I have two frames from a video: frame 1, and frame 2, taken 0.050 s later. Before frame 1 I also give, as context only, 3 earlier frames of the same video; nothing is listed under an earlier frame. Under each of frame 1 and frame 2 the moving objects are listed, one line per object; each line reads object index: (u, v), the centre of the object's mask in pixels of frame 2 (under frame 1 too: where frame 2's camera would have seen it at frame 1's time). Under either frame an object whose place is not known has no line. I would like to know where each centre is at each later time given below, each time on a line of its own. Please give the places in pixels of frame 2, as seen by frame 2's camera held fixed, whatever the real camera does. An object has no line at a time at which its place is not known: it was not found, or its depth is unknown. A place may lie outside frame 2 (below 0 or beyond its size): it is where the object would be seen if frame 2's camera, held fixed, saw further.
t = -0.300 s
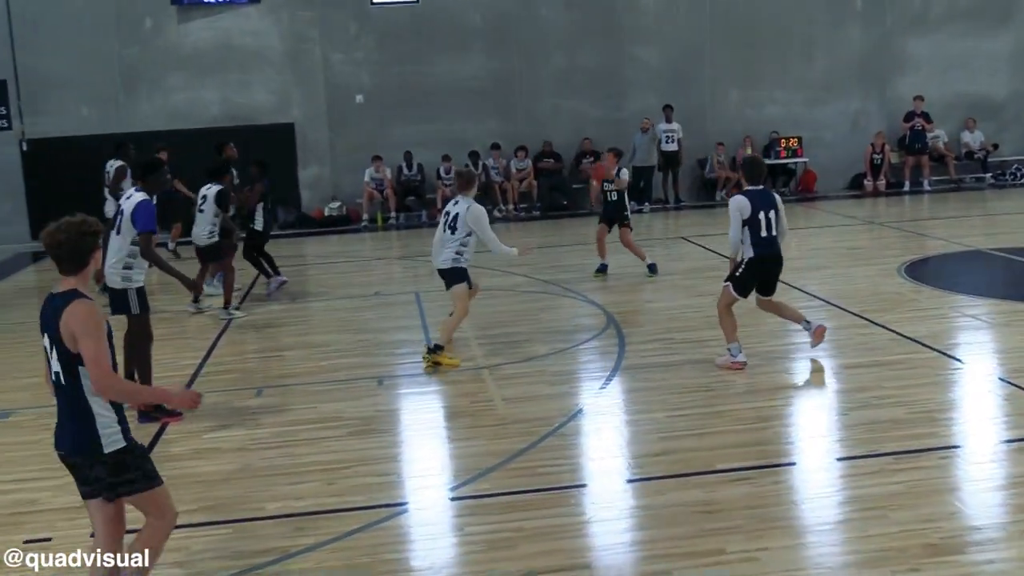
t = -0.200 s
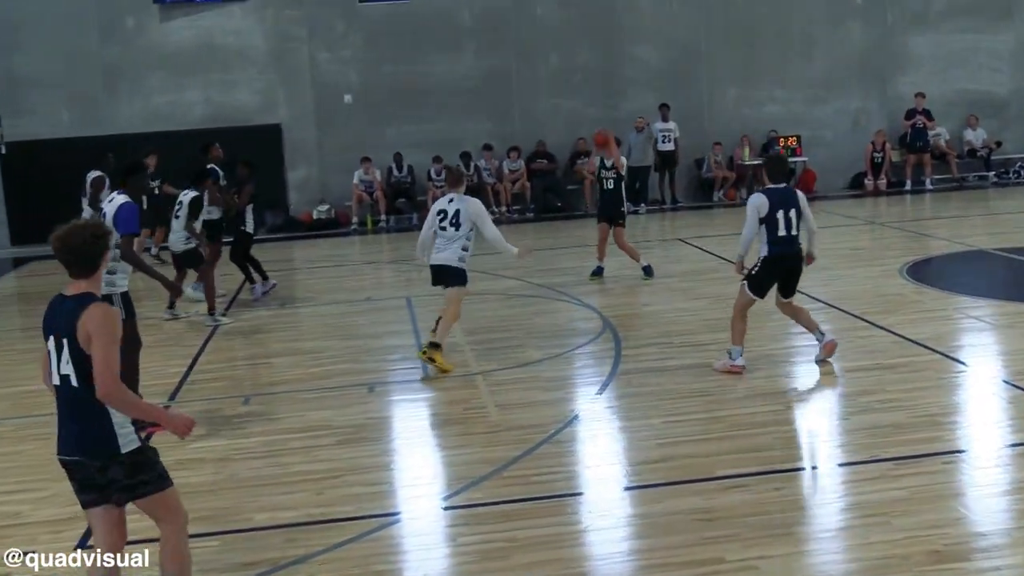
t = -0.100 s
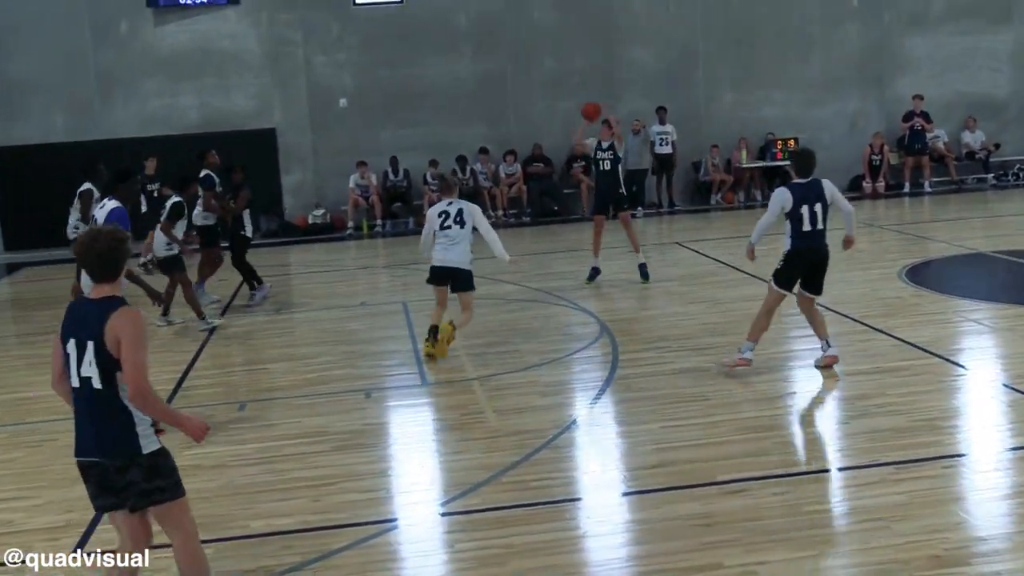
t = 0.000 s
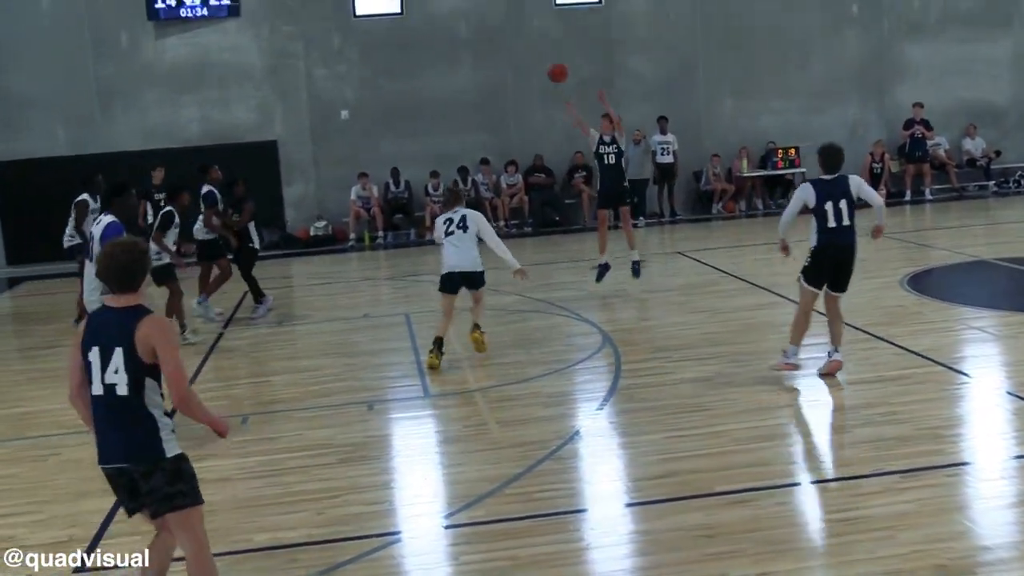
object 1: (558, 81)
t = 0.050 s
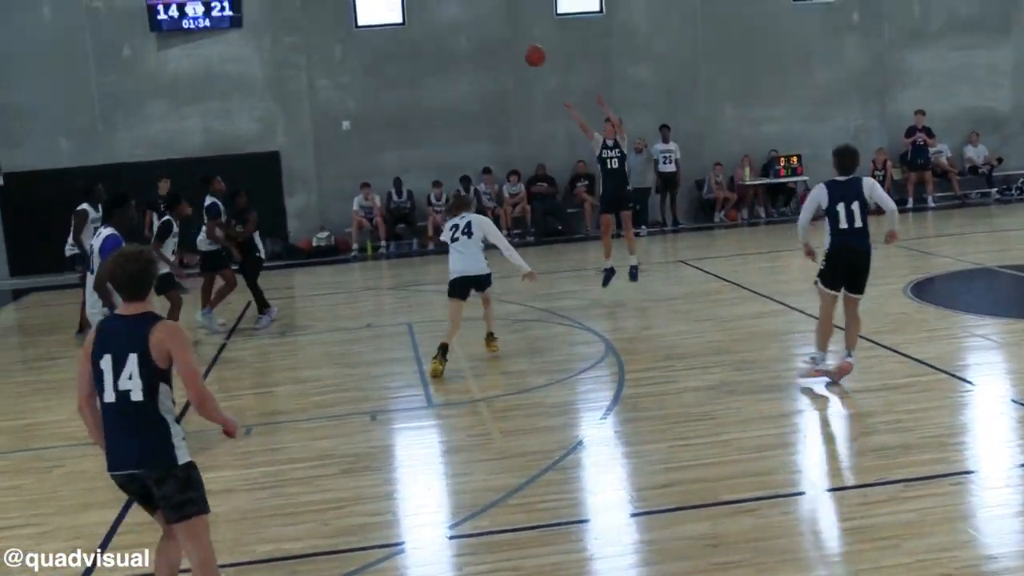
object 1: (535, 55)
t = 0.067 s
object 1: (527, 49)
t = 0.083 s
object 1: (520, 41)
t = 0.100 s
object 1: (511, 35)
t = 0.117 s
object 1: (503, 27)
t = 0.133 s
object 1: (496, 21)
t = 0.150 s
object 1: (488, 14)
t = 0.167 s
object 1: (480, 7)
